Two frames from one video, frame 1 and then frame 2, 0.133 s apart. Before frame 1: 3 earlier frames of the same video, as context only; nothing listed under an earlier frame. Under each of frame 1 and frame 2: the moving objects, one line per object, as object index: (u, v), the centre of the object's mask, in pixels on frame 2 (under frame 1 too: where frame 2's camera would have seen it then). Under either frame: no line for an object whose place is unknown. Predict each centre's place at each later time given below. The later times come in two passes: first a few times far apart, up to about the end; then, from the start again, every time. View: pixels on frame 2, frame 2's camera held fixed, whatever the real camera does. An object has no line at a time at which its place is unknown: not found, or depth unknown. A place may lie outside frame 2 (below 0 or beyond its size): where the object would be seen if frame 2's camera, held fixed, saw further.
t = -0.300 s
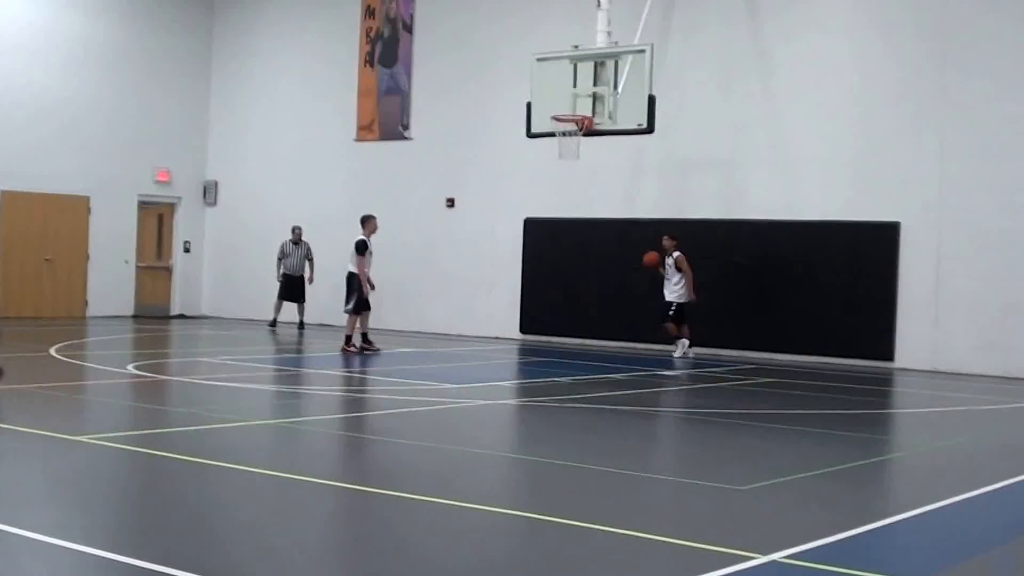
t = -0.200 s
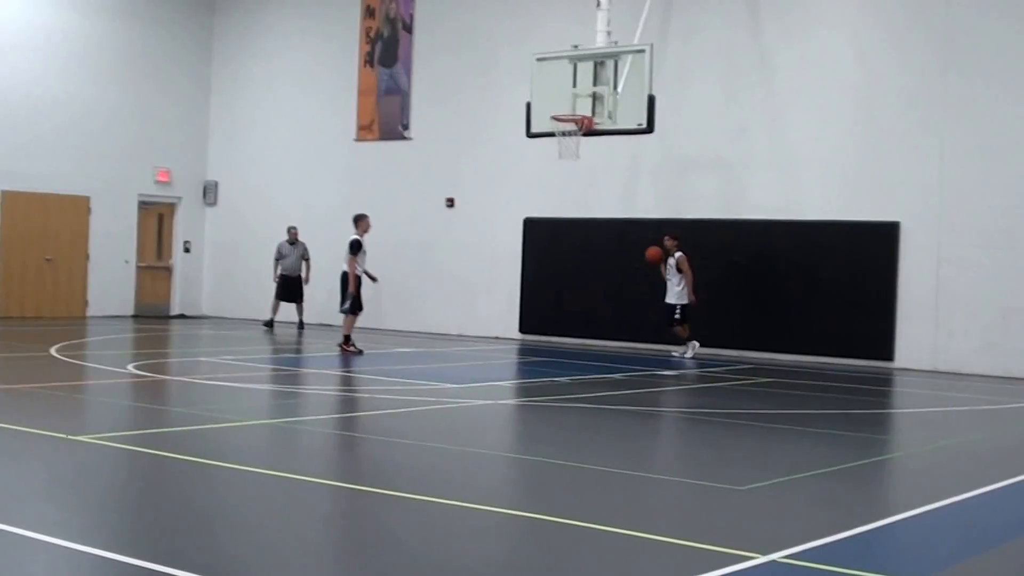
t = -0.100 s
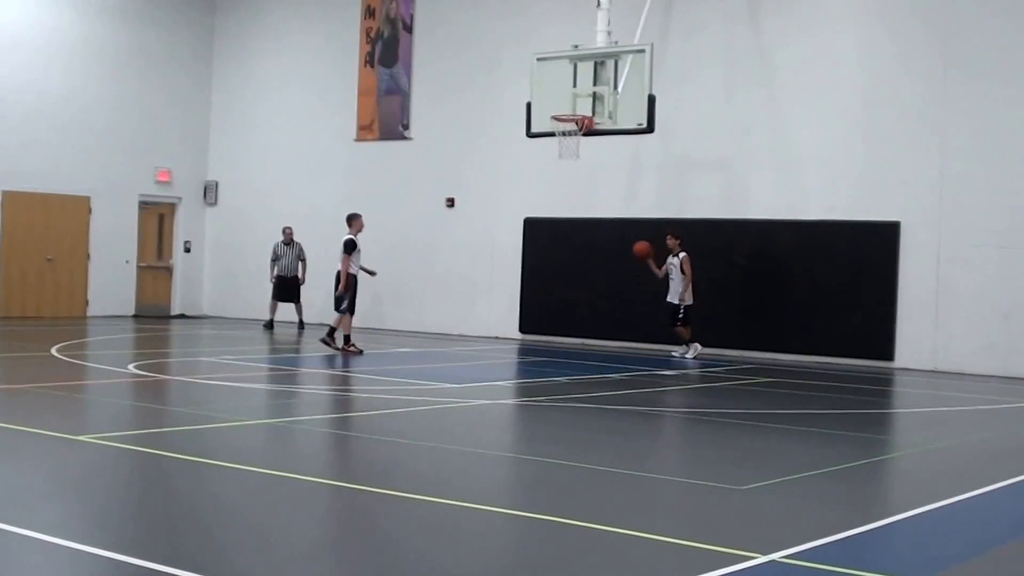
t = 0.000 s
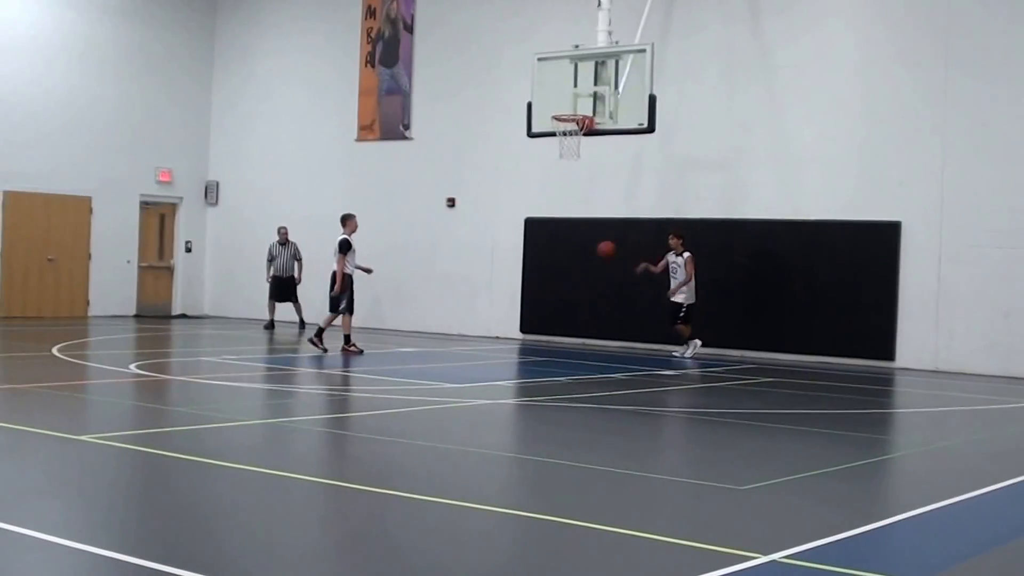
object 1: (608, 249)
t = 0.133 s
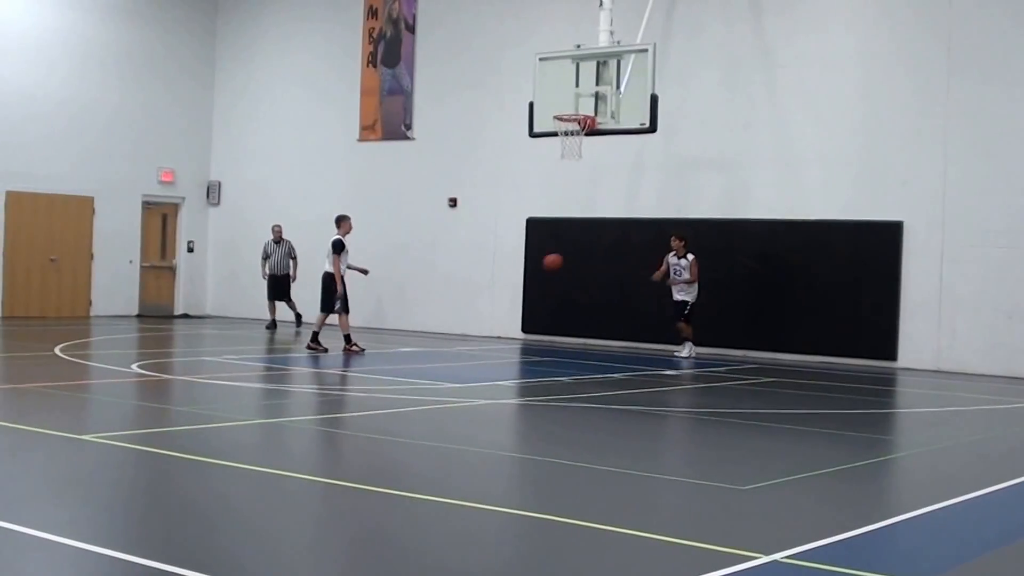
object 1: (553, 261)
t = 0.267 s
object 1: (495, 289)
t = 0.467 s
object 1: (410, 340)
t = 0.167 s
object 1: (539, 266)
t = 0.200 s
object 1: (525, 273)
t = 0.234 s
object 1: (510, 281)
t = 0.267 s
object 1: (495, 289)
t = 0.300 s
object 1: (480, 298)
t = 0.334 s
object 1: (465, 307)
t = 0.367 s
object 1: (450, 318)
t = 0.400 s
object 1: (434, 330)
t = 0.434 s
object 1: (418, 342)
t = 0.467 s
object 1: (410, 340)
